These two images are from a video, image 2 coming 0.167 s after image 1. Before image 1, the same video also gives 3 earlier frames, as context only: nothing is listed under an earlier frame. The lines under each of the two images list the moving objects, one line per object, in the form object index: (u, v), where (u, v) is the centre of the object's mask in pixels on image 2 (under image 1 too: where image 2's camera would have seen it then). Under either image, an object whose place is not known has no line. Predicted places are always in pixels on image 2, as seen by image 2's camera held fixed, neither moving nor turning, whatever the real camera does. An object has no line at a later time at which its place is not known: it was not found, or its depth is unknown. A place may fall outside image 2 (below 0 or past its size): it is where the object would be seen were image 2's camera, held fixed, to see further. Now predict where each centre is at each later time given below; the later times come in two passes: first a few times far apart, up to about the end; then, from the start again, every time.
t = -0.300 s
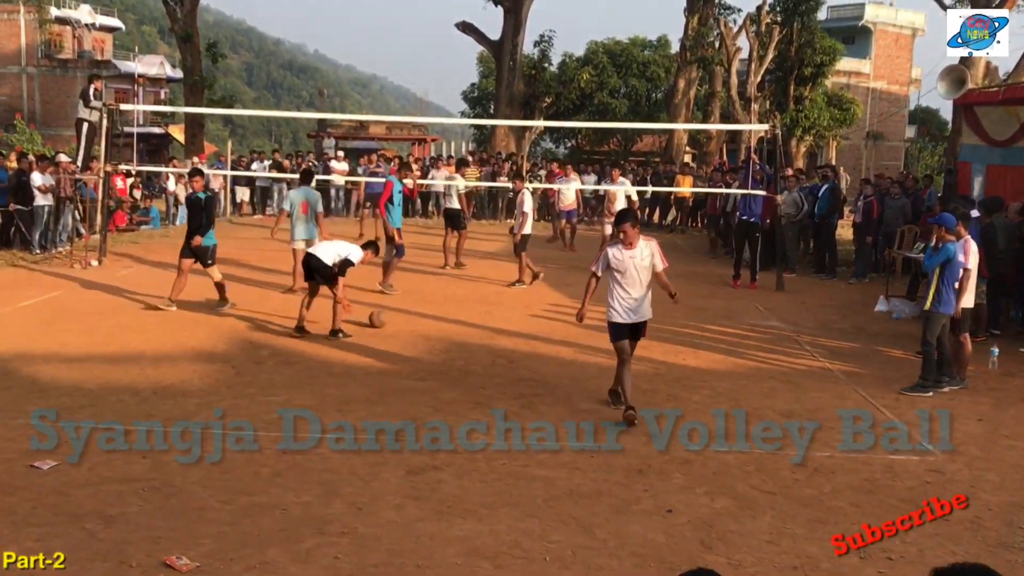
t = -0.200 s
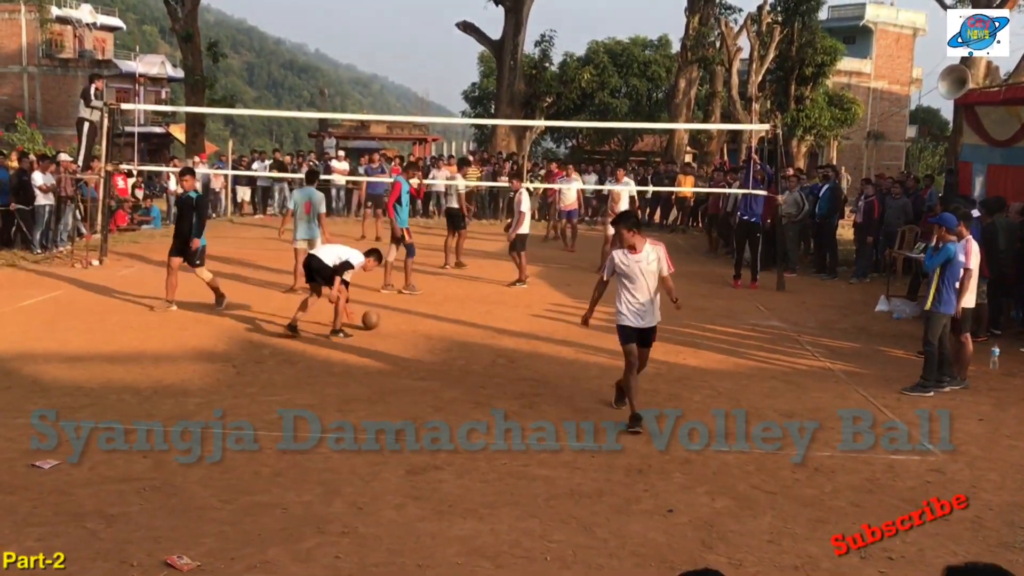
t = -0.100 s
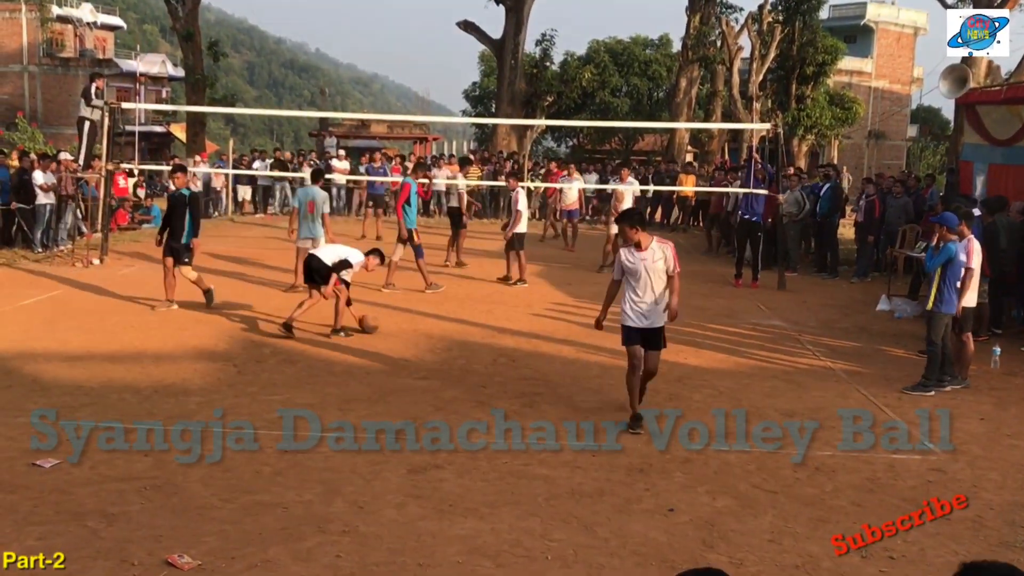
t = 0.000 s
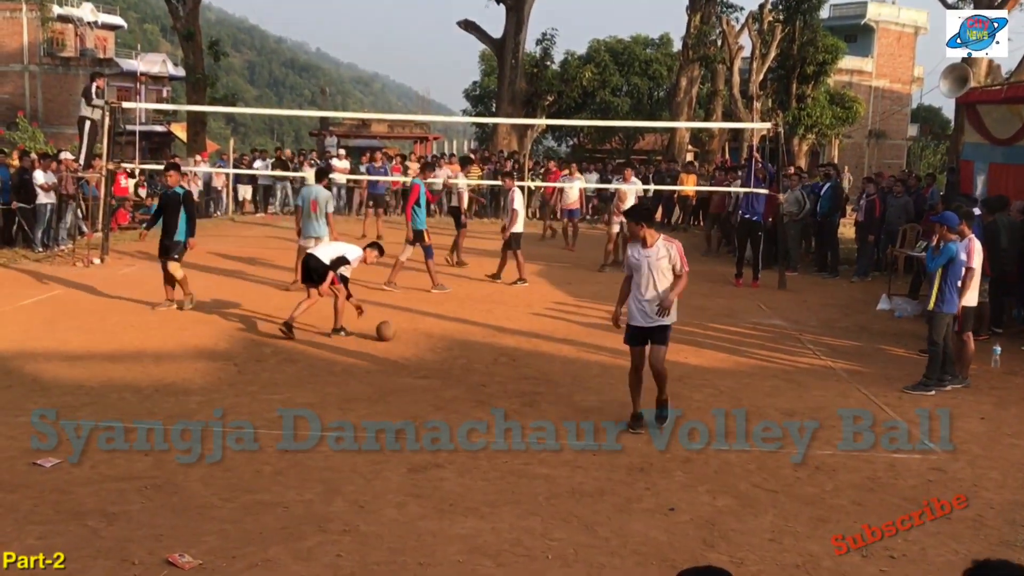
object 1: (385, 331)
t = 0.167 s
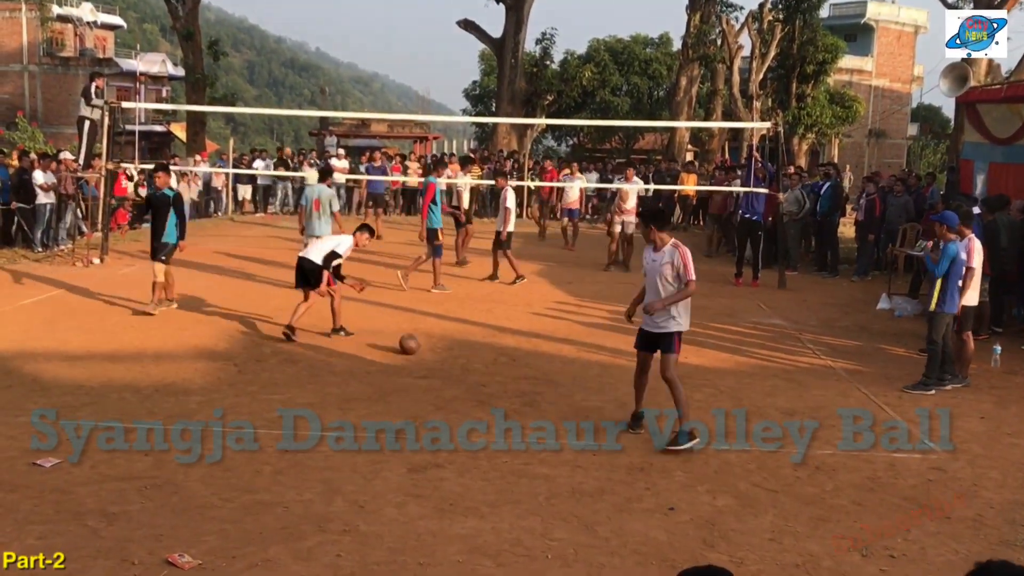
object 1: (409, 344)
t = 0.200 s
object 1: (412, 348)
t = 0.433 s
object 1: (444, 360)
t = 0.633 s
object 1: (470, 376)
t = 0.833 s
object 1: (499, 391)
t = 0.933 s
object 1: (513, 395)
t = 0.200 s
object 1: (412, 348)
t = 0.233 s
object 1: (418, 348)
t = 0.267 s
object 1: (422, 350)
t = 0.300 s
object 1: (426, 350)
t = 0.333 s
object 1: (431, 352)
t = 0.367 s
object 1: (435, 355)
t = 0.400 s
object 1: (440, 359)
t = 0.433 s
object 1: (444, 360)
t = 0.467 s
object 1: (448, 360)
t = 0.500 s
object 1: (452, 360)
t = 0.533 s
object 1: (457, 363)
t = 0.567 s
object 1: (461, 366)
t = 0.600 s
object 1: (465, 373)
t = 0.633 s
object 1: (470, 376)
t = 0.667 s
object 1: (474, 377)
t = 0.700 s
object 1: (478, 377)
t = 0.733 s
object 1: (484, 378)
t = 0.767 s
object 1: (489, 382)
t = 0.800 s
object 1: (494, 388)
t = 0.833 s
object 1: (499, 391)
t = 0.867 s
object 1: (503, 391)
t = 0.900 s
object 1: (508, 392)
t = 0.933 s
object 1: (513, 395)
